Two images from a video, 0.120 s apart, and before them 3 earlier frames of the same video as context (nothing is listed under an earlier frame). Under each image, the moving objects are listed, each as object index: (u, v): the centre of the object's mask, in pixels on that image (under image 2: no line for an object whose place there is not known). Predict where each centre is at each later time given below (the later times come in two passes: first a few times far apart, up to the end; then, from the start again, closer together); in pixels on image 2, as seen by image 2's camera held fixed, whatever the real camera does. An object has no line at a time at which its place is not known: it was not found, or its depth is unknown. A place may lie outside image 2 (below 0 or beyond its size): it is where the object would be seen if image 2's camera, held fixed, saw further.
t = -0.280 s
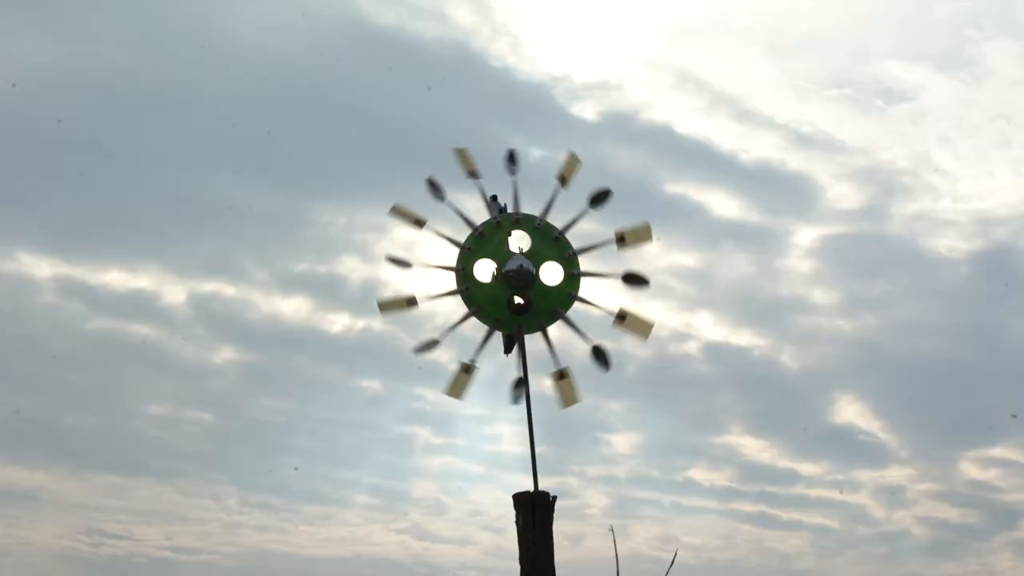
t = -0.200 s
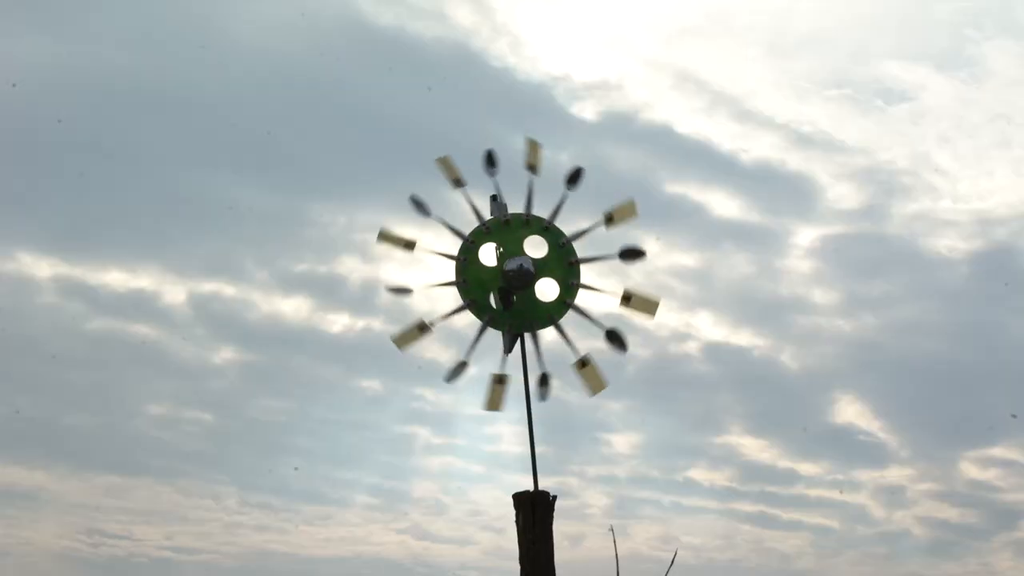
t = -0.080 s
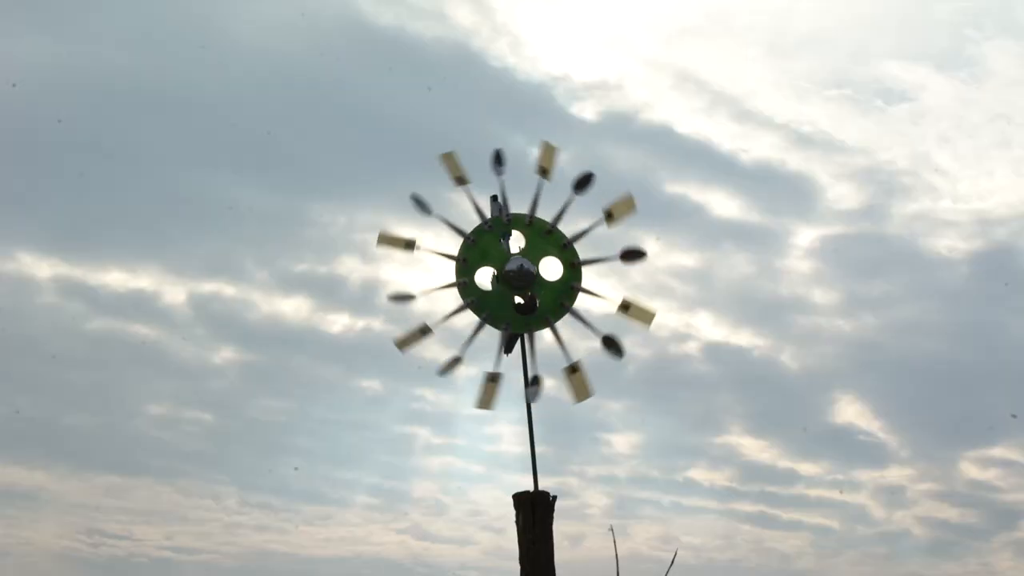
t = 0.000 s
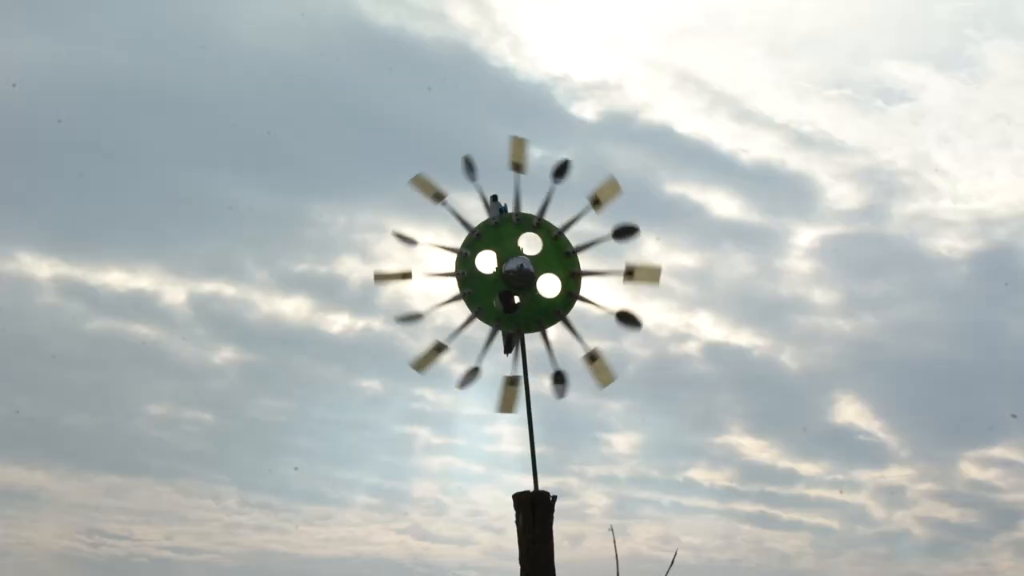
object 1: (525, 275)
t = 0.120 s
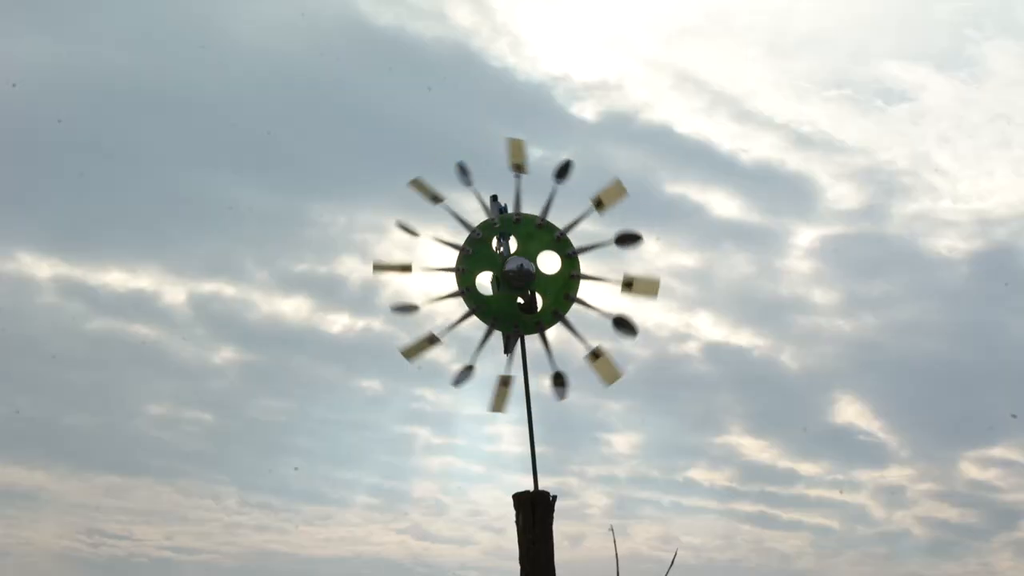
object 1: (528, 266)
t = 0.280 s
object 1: (529, 268)
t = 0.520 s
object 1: (524, 270)
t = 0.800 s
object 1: (522, 262)
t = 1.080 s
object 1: (522, 264)
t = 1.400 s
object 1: (524, 265)
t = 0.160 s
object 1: (526, 270)
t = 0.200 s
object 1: (525, 269)
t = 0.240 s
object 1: (526, 271)
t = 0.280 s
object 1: (529, 268)
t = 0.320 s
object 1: (523, 269)
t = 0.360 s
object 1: (526, 270)
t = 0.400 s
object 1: (527, 270)
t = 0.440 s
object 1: (522, 269)
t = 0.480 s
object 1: (527, 269)
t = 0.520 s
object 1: (524, 270)
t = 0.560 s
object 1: (526, 268)
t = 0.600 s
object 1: (525, 270)
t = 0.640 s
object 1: (524, 270)
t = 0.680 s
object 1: (525, 271)
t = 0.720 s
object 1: (521, 268)
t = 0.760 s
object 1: (520, 269)
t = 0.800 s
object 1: (522, 262)
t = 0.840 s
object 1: (519, 268)
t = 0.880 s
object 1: (523, 264)
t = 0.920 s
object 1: (522, 262)
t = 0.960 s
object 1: (520, 267)
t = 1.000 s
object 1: (521, 263)
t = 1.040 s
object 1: (526, 262)
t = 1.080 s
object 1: (522, 264)
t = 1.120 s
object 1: (525, 265)
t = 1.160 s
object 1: (527, 265)
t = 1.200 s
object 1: (524, 262)
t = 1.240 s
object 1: (523, 264)
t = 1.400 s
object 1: (524, 265)
